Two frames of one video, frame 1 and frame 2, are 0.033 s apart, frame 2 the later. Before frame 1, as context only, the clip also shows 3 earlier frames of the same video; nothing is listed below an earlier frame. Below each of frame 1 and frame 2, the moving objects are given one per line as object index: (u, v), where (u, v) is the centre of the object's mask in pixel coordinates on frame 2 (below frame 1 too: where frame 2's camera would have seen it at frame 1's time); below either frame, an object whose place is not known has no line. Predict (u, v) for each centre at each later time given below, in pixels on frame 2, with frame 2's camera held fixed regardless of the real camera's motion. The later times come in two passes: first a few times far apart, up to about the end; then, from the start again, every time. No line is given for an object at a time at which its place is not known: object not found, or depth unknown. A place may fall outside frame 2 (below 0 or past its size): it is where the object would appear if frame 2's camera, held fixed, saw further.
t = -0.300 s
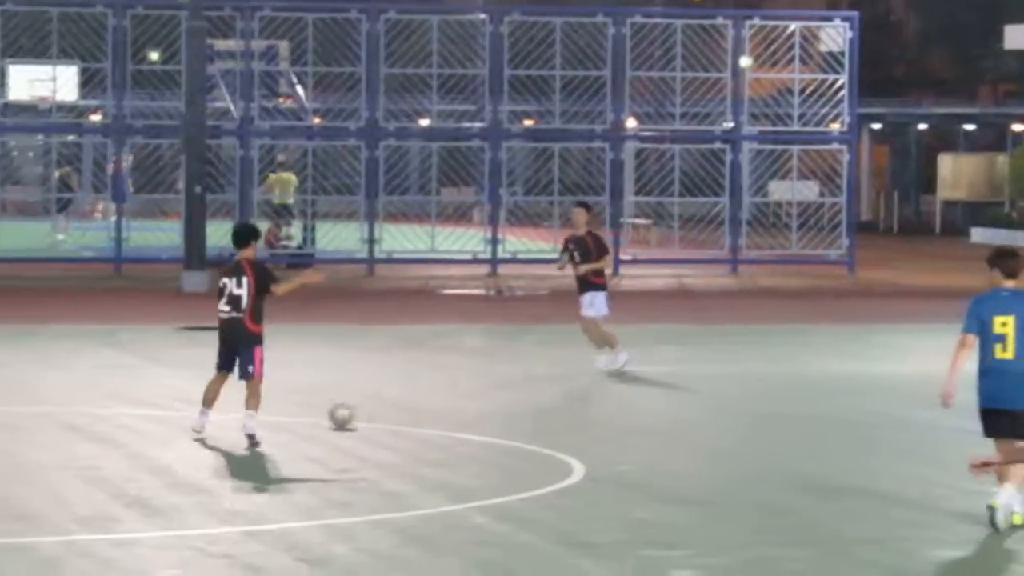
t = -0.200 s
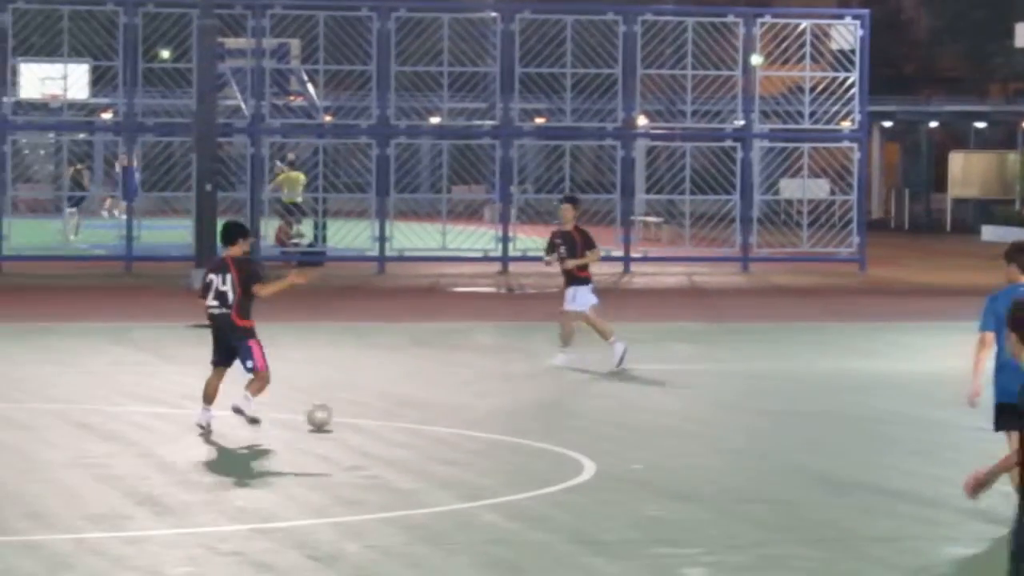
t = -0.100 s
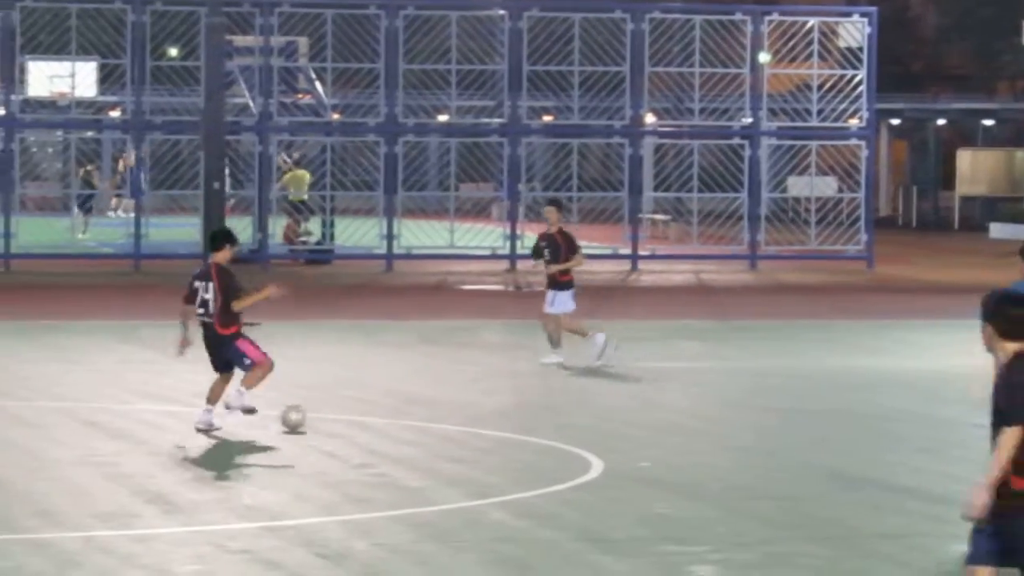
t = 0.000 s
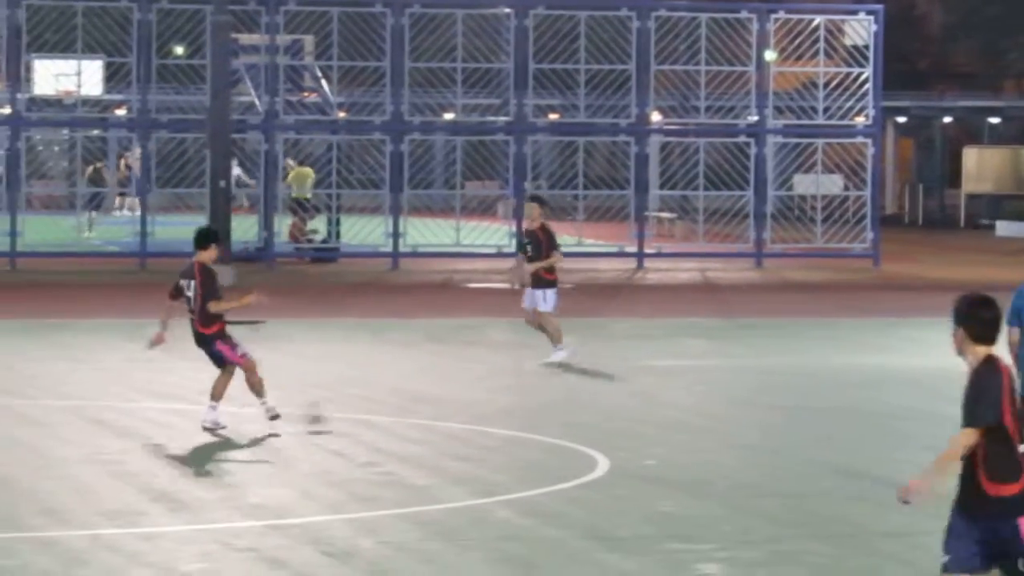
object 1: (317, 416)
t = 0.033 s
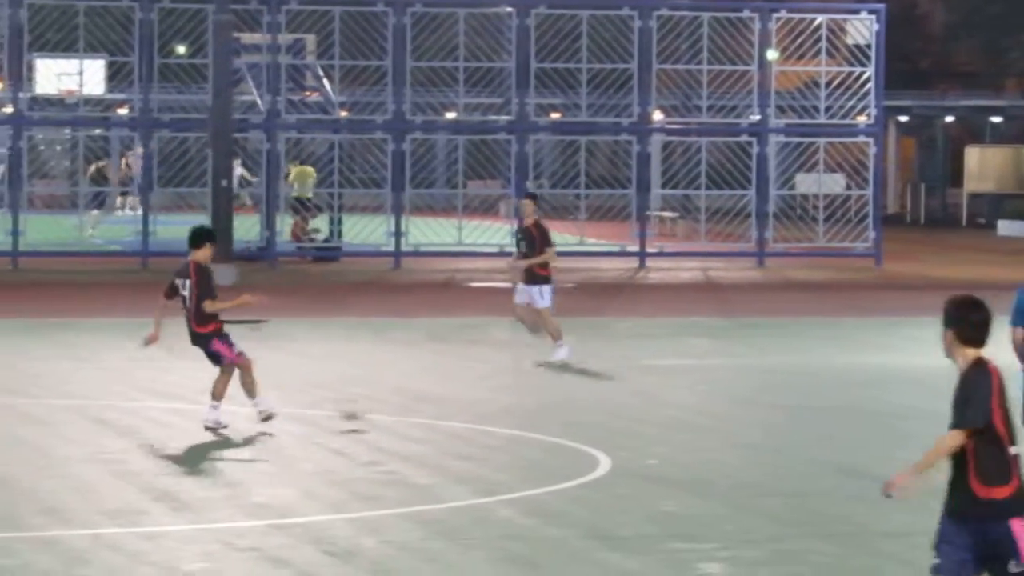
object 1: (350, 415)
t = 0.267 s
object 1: (563, 407)
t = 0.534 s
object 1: (734, 407)
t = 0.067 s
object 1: (387, 412)
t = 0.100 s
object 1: (417, 411)
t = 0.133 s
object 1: (448, 416)
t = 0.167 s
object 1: (486, 416)
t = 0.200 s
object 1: (511, 416)
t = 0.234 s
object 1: (537, 410)
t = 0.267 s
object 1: (563, 407)
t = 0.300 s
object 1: (587, 406)
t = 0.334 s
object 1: (610, 405)
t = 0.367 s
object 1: (637, 410)
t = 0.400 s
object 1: (657, 407)
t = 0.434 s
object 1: (675, 405)
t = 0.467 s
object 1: (695, 402)
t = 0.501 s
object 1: (716, 405)
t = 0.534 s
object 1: (734, 407)
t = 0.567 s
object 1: (749, 404)
